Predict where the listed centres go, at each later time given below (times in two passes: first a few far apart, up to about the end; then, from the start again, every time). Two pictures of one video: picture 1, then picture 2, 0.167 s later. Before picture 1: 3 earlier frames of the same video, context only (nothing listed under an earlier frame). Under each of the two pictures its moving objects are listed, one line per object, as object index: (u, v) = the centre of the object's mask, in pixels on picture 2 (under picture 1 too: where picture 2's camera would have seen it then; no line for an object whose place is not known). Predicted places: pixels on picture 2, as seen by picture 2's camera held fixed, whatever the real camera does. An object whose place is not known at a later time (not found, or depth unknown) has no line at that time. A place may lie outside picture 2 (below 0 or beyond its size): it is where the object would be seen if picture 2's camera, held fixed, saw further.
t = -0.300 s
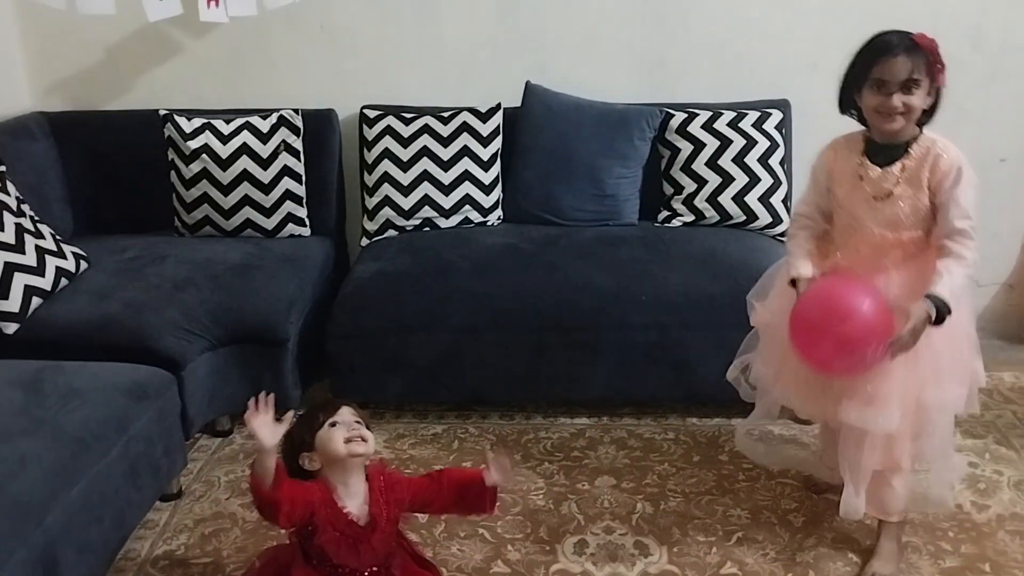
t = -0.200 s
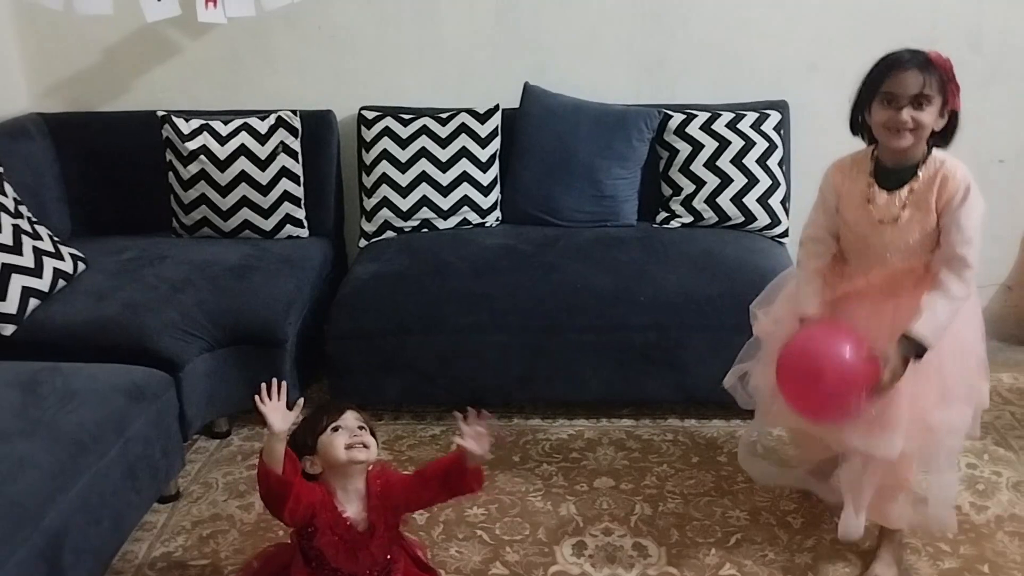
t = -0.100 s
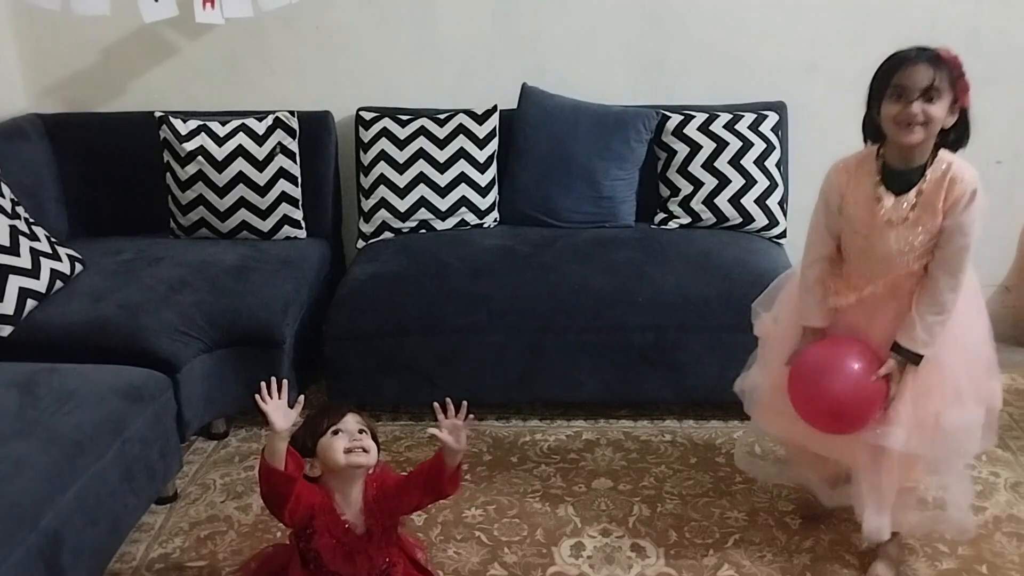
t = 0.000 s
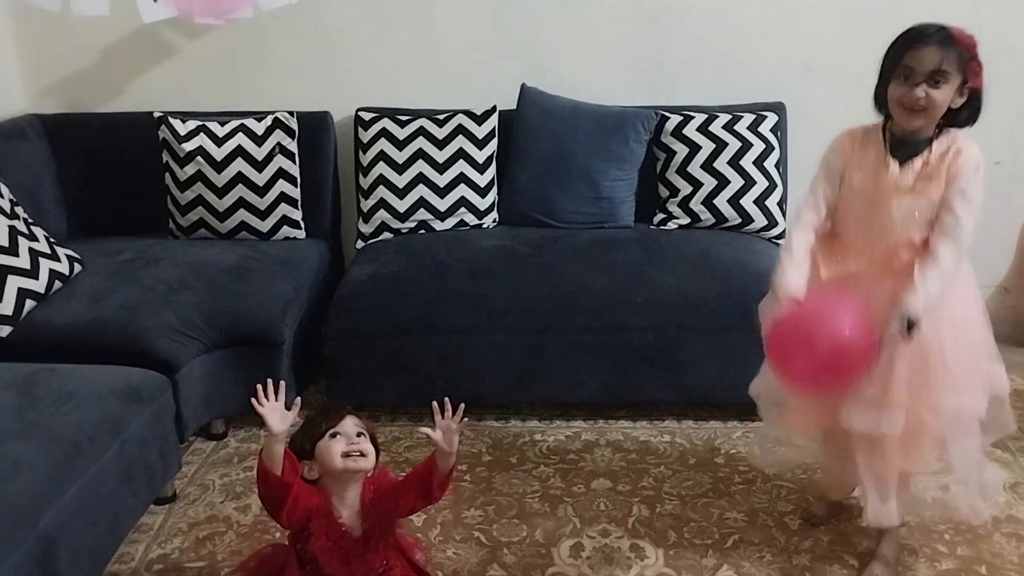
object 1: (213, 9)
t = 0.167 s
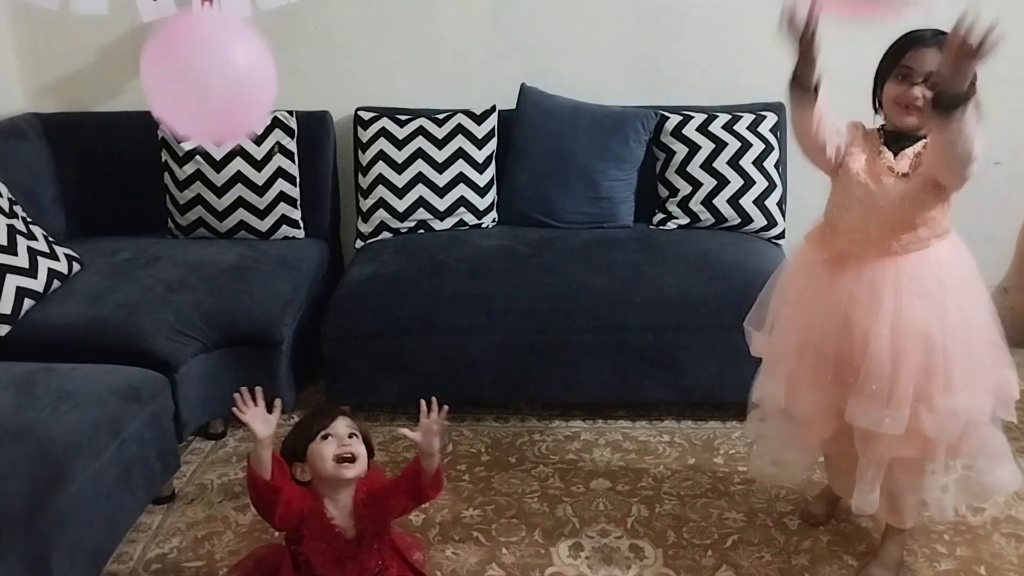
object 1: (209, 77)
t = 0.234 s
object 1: (211, 125)
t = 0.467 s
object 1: (223, 285)
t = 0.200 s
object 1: (210, 102)
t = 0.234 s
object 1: (211, 125)
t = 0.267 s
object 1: (212, 150)
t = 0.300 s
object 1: (214, 176)
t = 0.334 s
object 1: (216, 199)
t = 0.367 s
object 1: (217, 221)
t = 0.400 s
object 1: (219, 243)
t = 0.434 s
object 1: (221, 264)
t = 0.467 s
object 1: (223, 285)
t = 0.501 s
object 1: (226, 305)
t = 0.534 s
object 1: (228, 325)
